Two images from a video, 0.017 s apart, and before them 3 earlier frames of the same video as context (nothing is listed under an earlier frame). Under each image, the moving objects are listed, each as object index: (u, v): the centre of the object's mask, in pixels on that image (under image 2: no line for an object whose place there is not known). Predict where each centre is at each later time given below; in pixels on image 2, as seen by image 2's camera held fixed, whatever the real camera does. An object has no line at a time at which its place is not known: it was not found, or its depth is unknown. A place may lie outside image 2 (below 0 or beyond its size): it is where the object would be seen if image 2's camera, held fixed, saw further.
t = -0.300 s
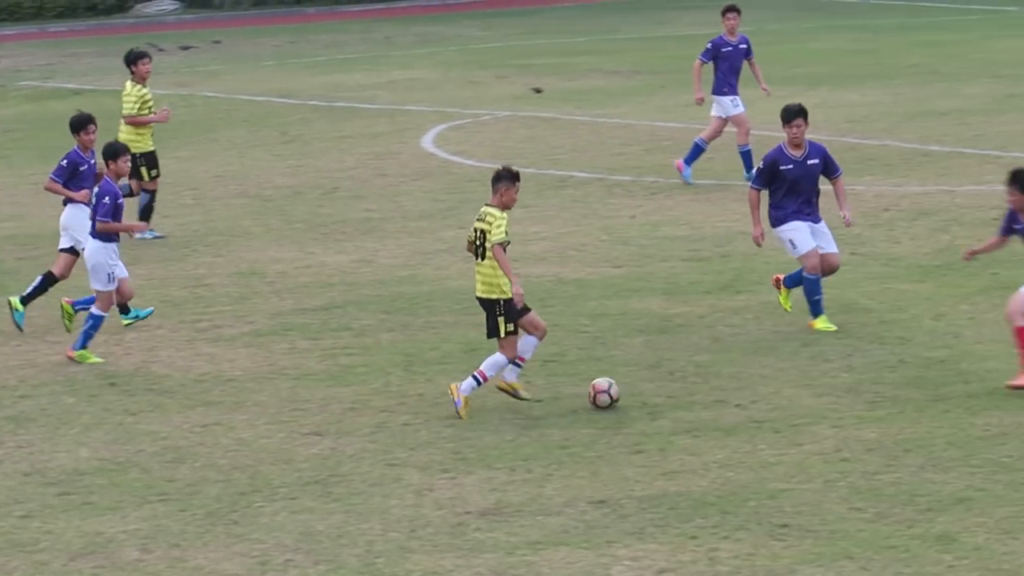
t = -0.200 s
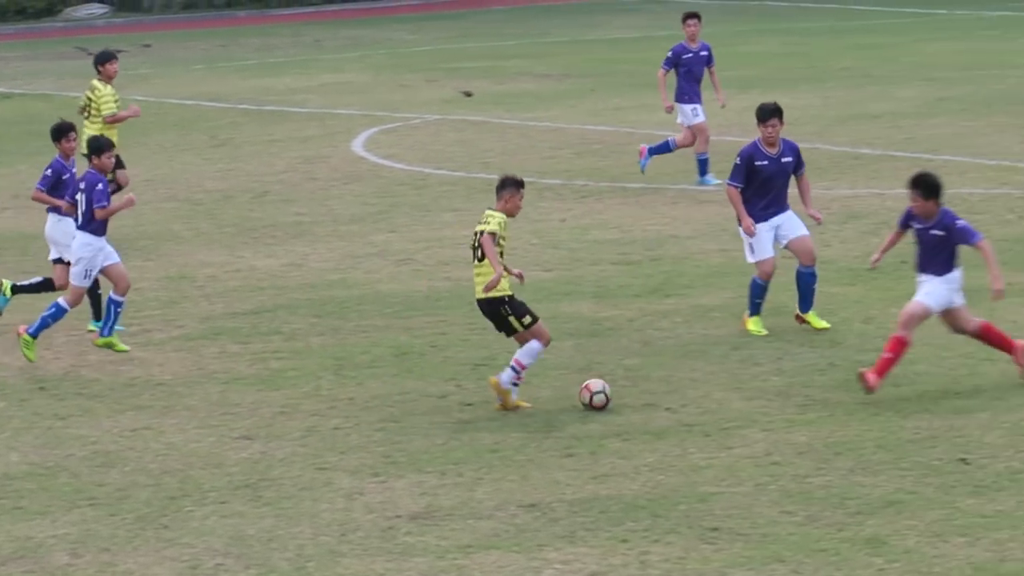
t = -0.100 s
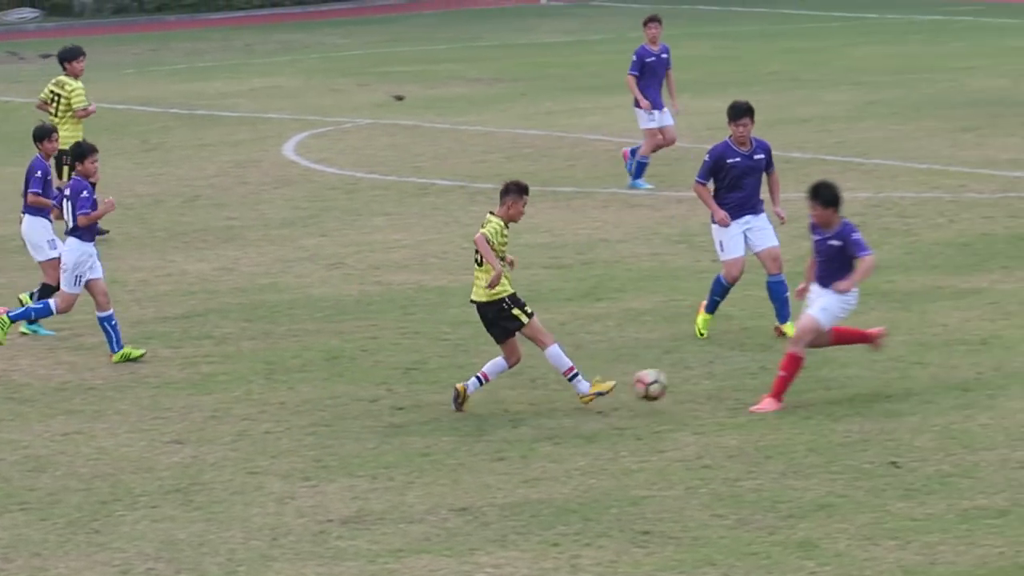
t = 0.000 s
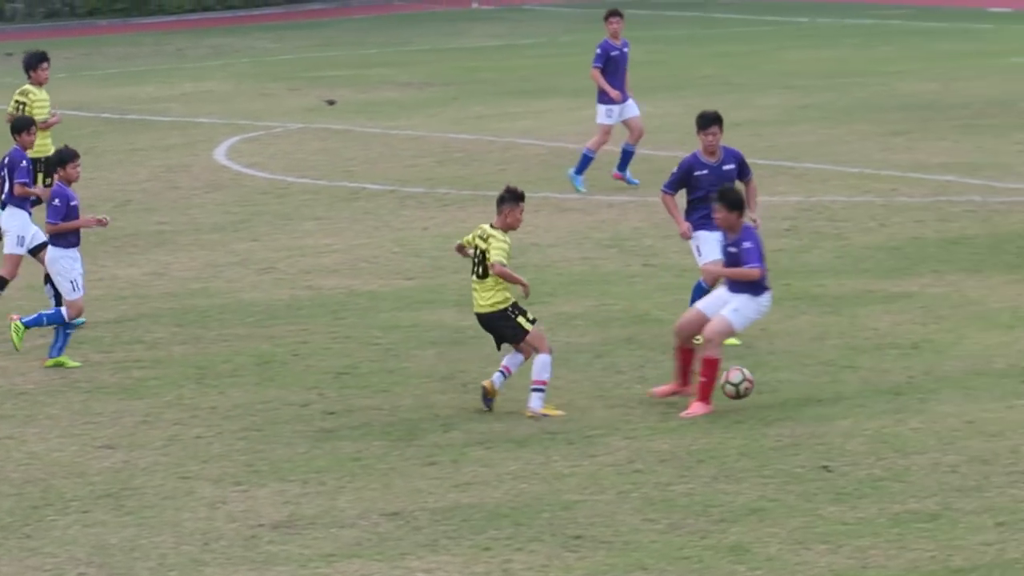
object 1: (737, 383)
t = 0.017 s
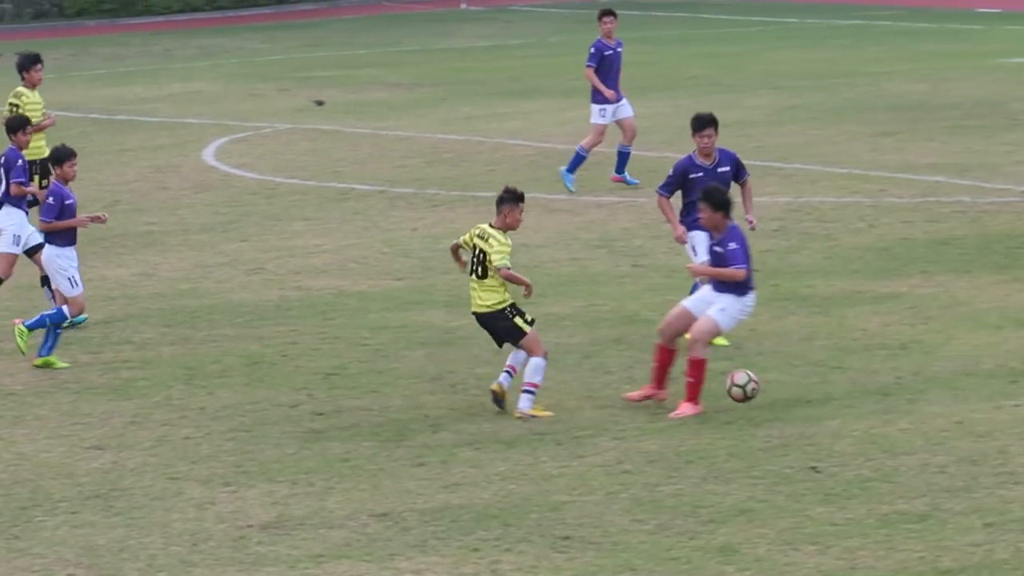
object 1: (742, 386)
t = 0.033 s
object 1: (758, 388)
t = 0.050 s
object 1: (775, 391)
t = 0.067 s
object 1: (792, 394)
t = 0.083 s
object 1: (808, 398)
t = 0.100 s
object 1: (825, 403)
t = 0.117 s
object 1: (842, 407)
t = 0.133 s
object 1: (859, 413)
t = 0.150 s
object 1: (876, 418)
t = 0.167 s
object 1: (891, 419)
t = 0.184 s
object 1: (905, 418)
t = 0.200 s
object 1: (920, 417)
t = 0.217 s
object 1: (934, 417)
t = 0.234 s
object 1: (948, 417)
